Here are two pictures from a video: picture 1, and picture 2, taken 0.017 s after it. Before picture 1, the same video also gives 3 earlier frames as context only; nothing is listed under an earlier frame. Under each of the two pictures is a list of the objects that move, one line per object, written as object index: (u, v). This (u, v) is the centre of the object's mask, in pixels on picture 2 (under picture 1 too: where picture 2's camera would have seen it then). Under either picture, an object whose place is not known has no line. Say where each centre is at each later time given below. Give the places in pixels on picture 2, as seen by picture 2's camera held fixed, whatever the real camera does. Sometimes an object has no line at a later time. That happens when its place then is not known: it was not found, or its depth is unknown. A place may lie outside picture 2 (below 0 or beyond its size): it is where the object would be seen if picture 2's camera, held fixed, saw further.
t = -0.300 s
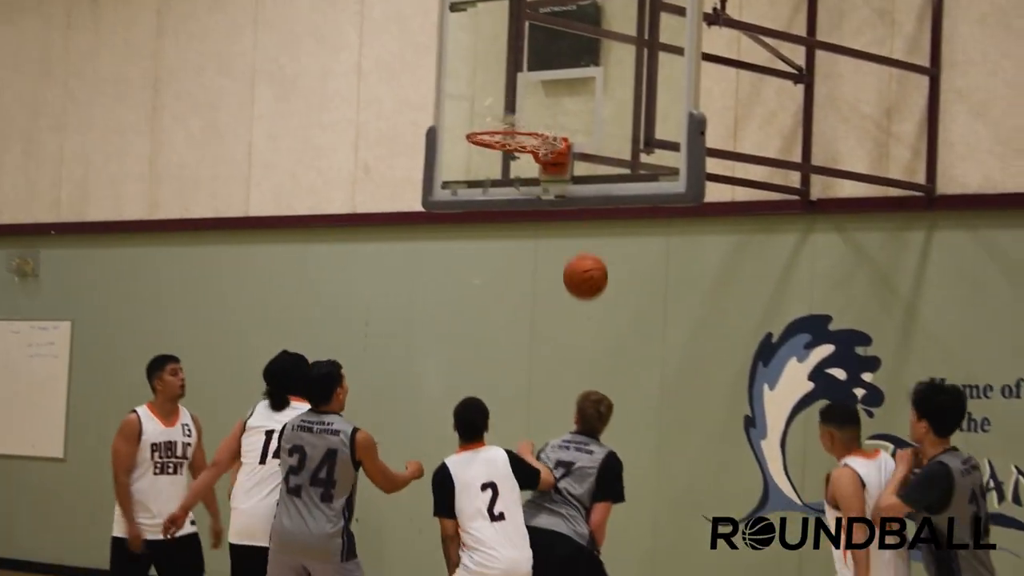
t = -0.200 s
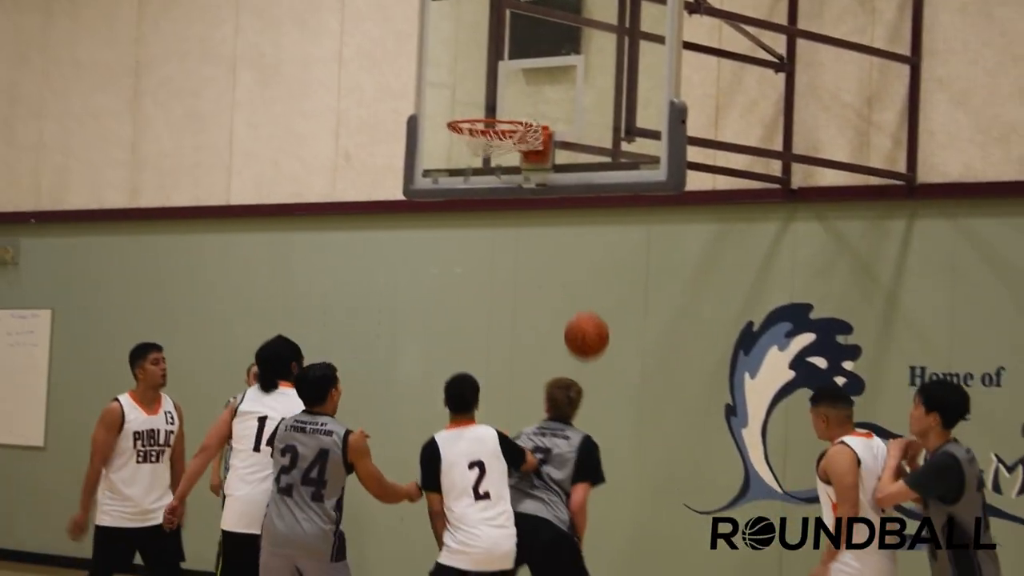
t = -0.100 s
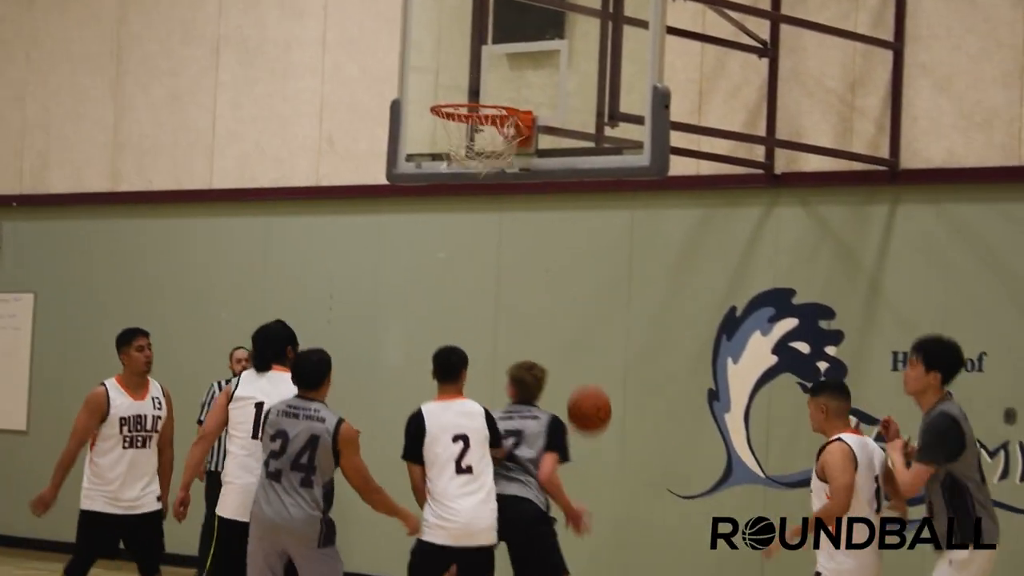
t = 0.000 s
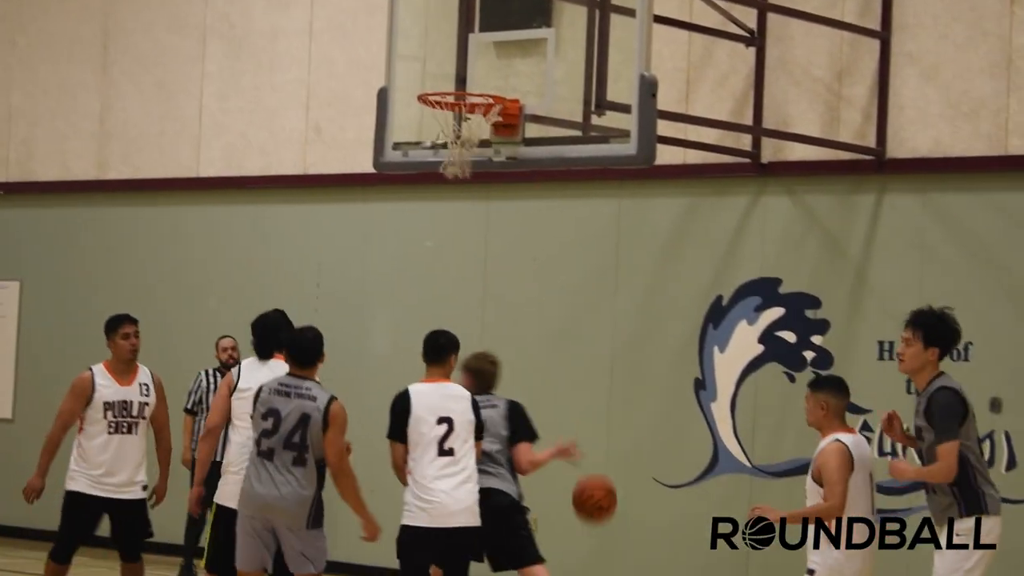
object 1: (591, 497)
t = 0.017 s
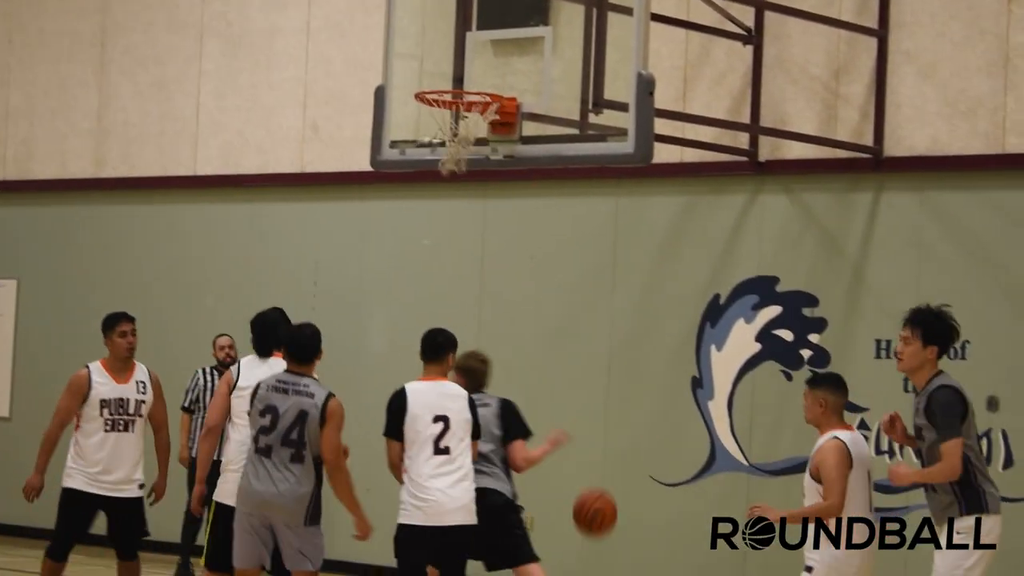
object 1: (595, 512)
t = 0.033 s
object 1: (599, 528)
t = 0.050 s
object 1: (603, 545)
